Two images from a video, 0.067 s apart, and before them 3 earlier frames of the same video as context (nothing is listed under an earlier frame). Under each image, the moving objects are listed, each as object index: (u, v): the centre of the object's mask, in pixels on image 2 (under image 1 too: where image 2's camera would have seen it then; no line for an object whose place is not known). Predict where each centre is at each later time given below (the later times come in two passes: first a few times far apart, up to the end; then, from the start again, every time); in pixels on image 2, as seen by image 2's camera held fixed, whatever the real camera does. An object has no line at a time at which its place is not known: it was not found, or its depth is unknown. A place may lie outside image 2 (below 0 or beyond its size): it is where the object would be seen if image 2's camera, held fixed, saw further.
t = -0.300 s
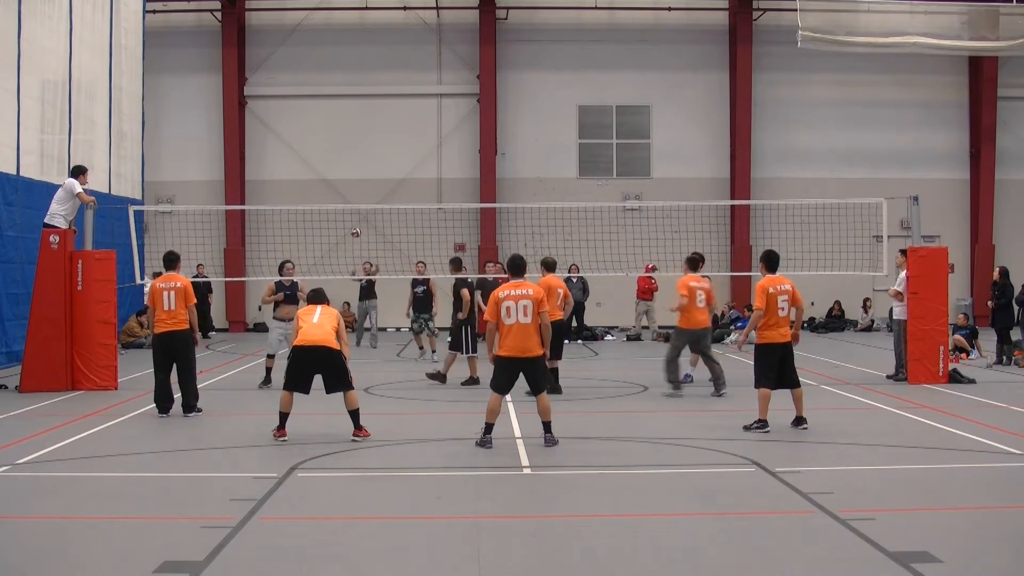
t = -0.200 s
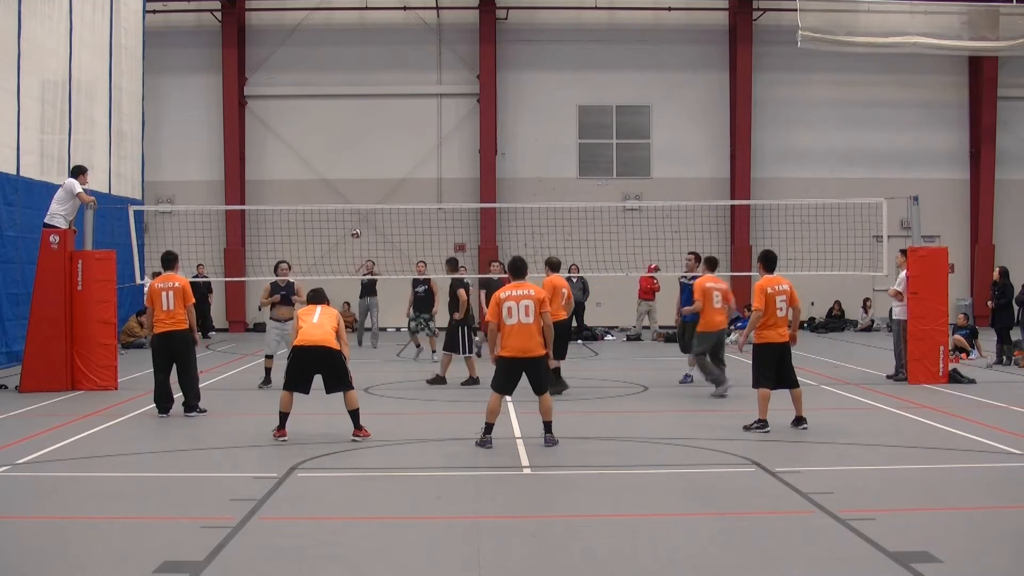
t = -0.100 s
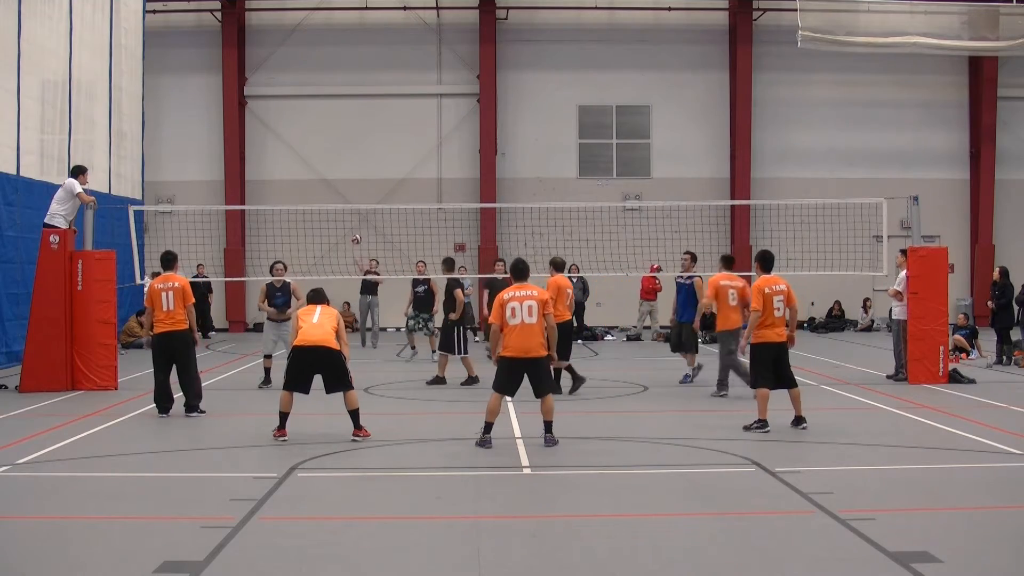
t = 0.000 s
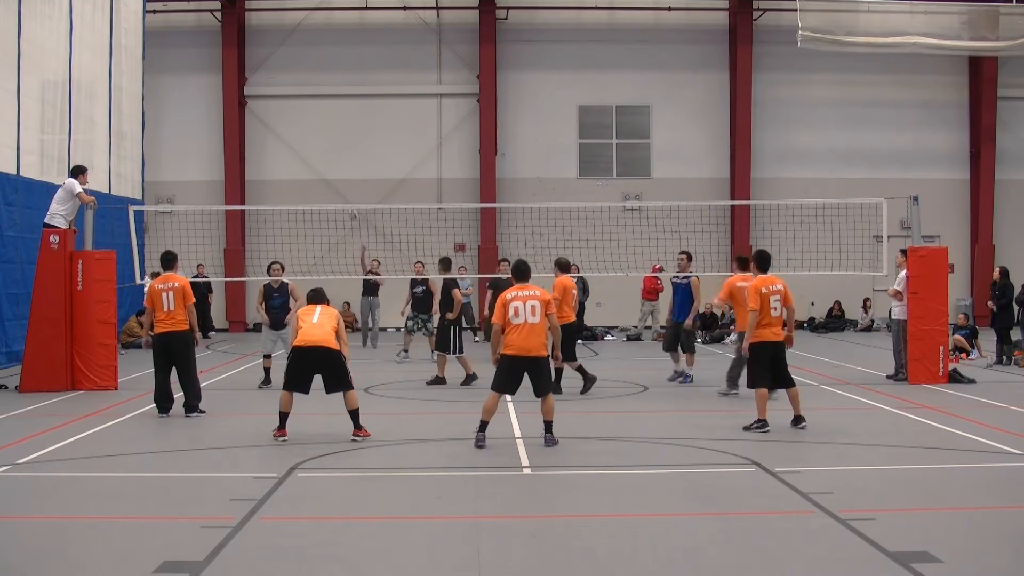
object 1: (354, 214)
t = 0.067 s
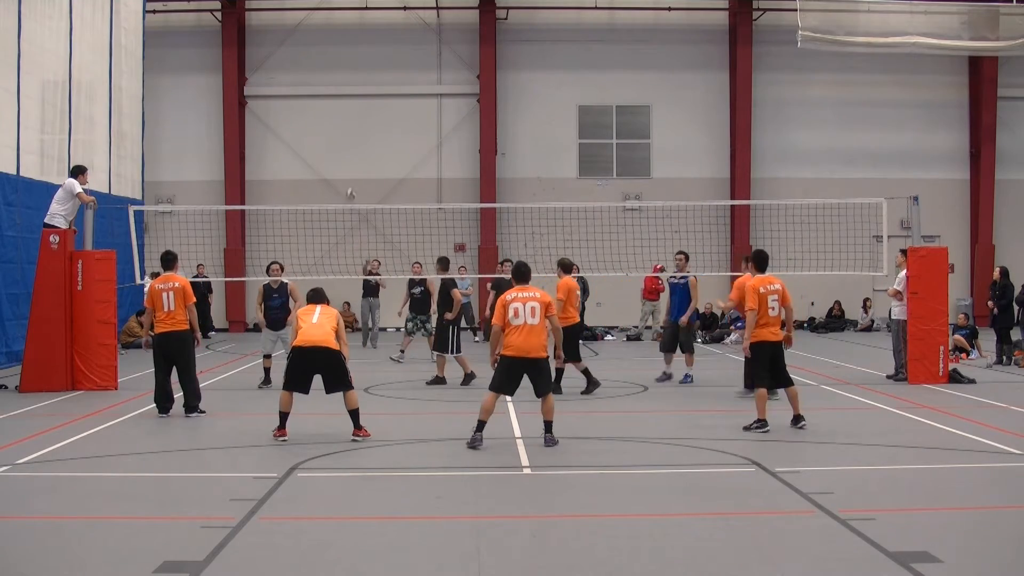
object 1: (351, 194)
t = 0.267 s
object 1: (346, 140)
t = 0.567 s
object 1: (335, 85)
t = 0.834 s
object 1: (314, 91)
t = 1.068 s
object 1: (286, 158)
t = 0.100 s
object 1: (350, 184)
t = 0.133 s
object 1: (348, 175)
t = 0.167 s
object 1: (348, 166)
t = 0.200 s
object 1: (347, 157)
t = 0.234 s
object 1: (347, 148)
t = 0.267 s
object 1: (346, 140)
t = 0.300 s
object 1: (345, 132)
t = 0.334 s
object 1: (344, 123)
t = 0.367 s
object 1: (343, 116)
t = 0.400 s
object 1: (342, 109)
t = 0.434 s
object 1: (341, 102)
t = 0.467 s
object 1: (340, 97)
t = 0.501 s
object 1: (338, 92)
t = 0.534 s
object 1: (337, 88)
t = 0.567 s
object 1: (335, 85)
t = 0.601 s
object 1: (333, 82)
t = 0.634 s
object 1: (331, 81)
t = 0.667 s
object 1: (329, 81)
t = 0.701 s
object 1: (327, 81)
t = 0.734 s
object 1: (324, 82)
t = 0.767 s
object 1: (320, 84)
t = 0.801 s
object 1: (317, 87)
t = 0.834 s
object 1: (314, 91)
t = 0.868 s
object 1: (311, 96)
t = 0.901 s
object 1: (307, 102)
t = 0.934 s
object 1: (304, 110)
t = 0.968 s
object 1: (299, 119)
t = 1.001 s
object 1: (295, 130)
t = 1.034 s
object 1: (291, 143)
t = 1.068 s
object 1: (286, 158)
